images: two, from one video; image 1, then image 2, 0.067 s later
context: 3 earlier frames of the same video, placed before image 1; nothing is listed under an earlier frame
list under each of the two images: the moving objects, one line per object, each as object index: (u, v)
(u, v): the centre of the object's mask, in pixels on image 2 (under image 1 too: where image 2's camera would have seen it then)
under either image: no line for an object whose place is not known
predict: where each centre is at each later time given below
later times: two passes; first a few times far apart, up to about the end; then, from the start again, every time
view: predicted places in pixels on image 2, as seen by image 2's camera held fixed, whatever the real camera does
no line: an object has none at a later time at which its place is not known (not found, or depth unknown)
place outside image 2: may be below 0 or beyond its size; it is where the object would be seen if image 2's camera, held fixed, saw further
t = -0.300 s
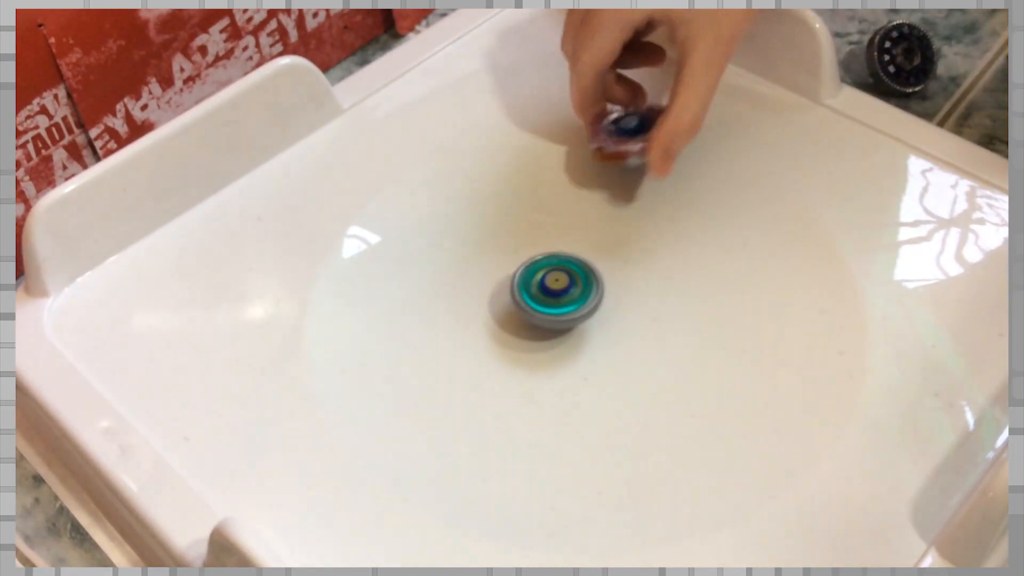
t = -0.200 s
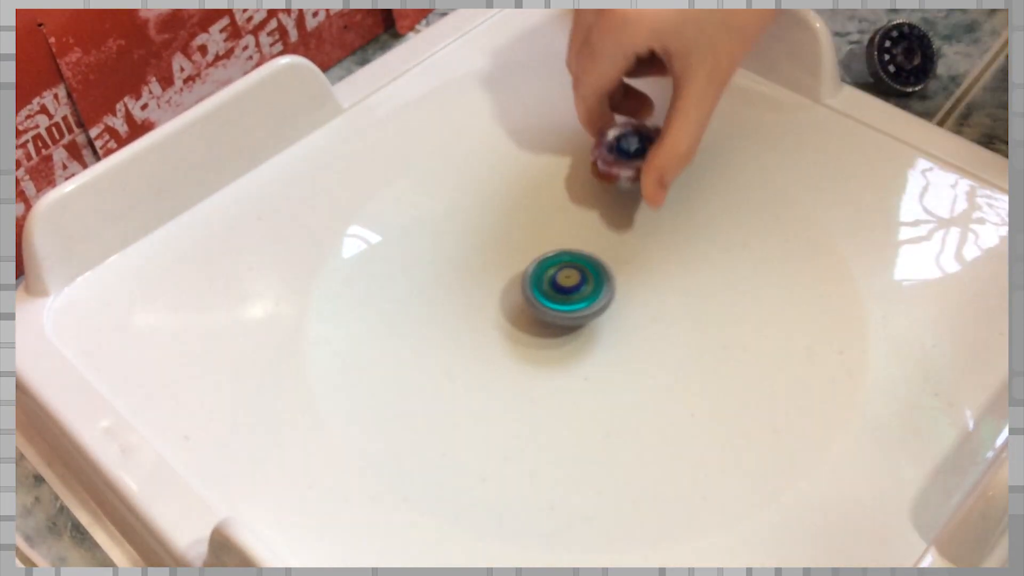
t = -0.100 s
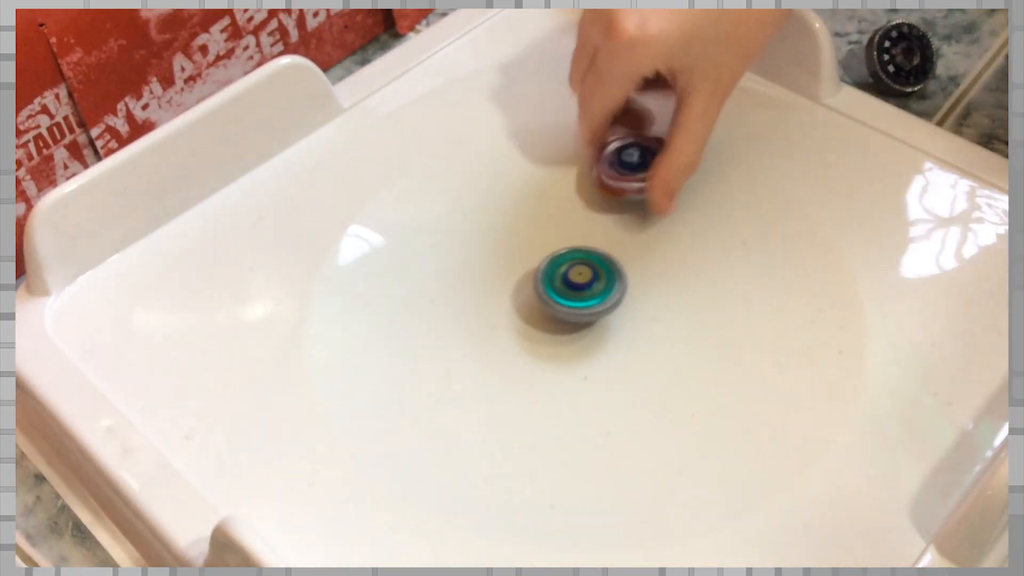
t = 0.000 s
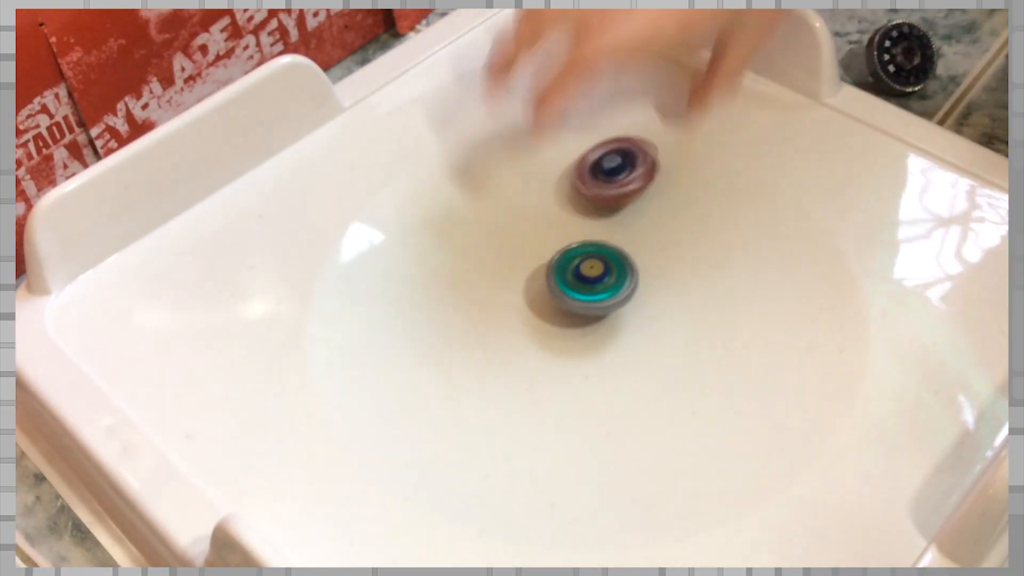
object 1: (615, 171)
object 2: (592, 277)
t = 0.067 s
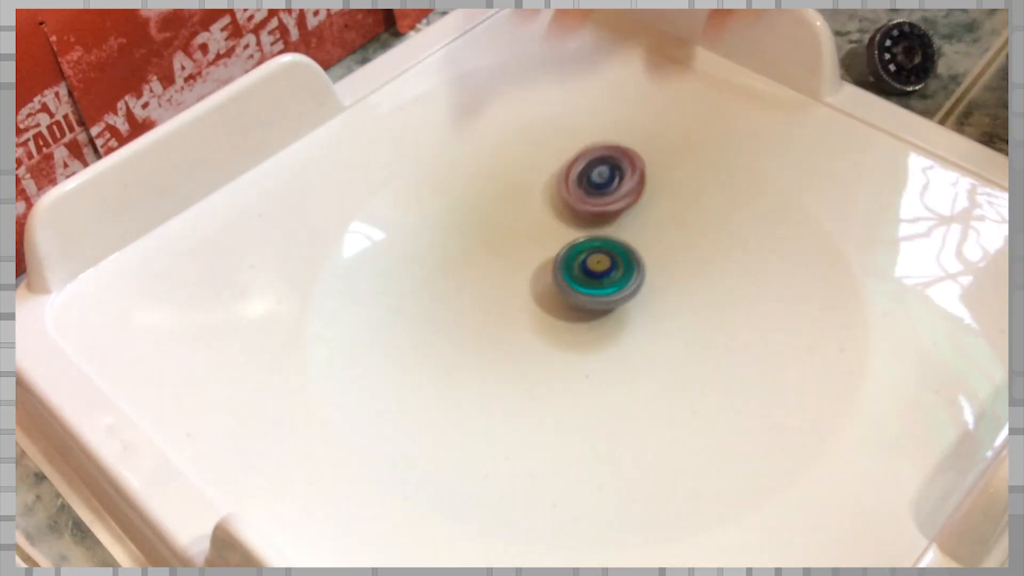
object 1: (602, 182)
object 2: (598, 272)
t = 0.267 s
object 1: (587, 203)
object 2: (596, 273)
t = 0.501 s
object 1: (658, 207)
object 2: (533, 356)
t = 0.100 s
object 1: (600, 188)
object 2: (600, 271)
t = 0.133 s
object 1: (597, 192)
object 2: (602, 269)
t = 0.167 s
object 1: (593, 196)
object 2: (602, 267)
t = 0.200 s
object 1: (590, 198)
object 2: (600, 268)
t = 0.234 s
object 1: (589, 201)
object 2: (597, 271)
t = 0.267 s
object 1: (587, 203)
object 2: (596, 273)
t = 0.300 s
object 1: (592, 203)
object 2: (585, 285)
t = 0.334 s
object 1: (605, 195)
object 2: (565, 308)
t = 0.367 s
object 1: (616, 192)
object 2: (550, 325)
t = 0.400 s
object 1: (629, 192)
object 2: (541, 337)
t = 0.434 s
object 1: (640, 194)
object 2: (535, 346)
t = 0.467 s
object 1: (649, 201)
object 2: (533, 351)
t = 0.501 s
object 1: (658, 207)
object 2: (533, 356)
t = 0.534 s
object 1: (663, 216)
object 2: (534, 361)
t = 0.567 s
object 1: (667, 226)
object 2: (536, 366)
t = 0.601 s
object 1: (668, 238)
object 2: (537, 370)
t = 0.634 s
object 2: (537, 374)
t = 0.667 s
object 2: (539, 378)
